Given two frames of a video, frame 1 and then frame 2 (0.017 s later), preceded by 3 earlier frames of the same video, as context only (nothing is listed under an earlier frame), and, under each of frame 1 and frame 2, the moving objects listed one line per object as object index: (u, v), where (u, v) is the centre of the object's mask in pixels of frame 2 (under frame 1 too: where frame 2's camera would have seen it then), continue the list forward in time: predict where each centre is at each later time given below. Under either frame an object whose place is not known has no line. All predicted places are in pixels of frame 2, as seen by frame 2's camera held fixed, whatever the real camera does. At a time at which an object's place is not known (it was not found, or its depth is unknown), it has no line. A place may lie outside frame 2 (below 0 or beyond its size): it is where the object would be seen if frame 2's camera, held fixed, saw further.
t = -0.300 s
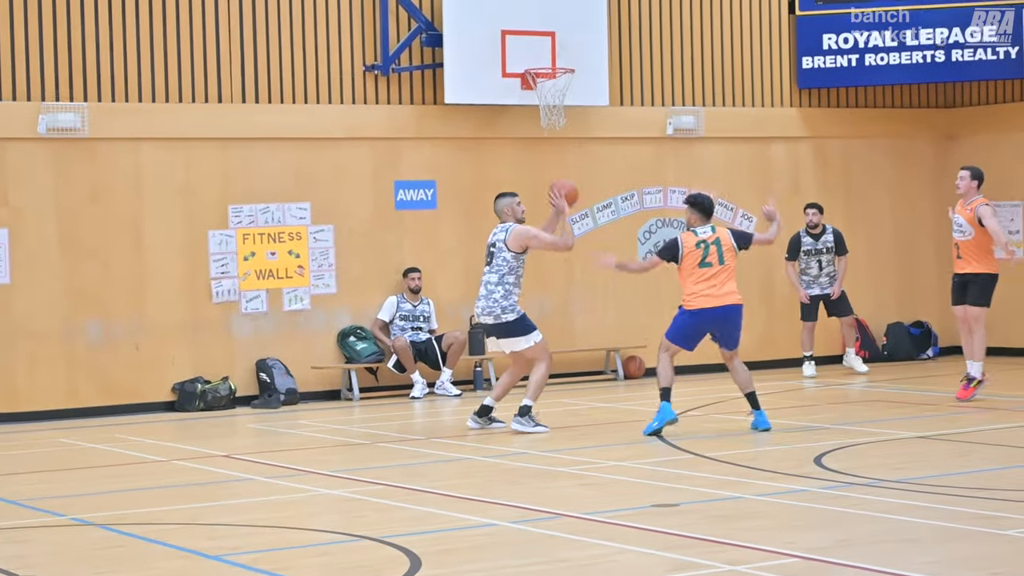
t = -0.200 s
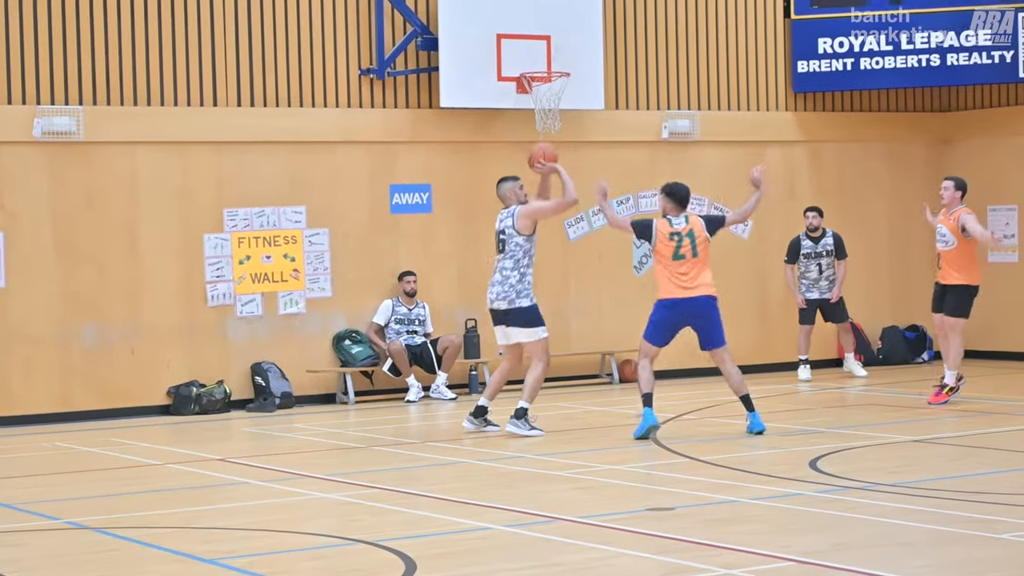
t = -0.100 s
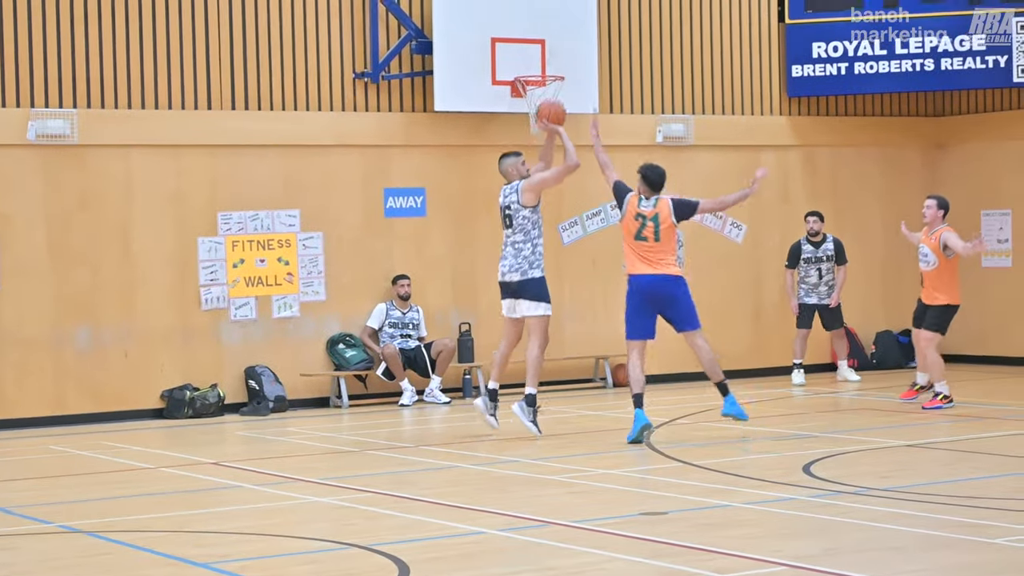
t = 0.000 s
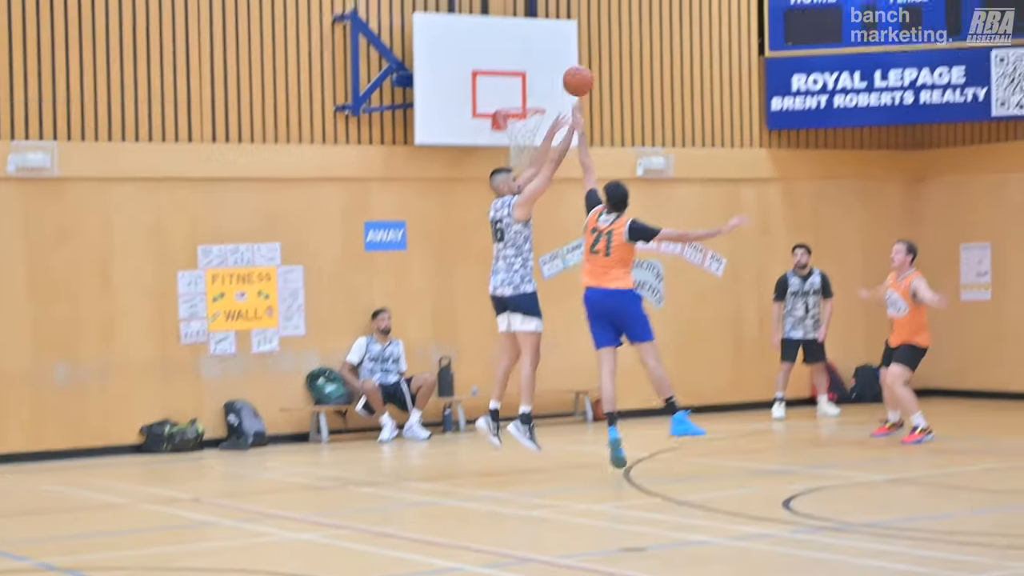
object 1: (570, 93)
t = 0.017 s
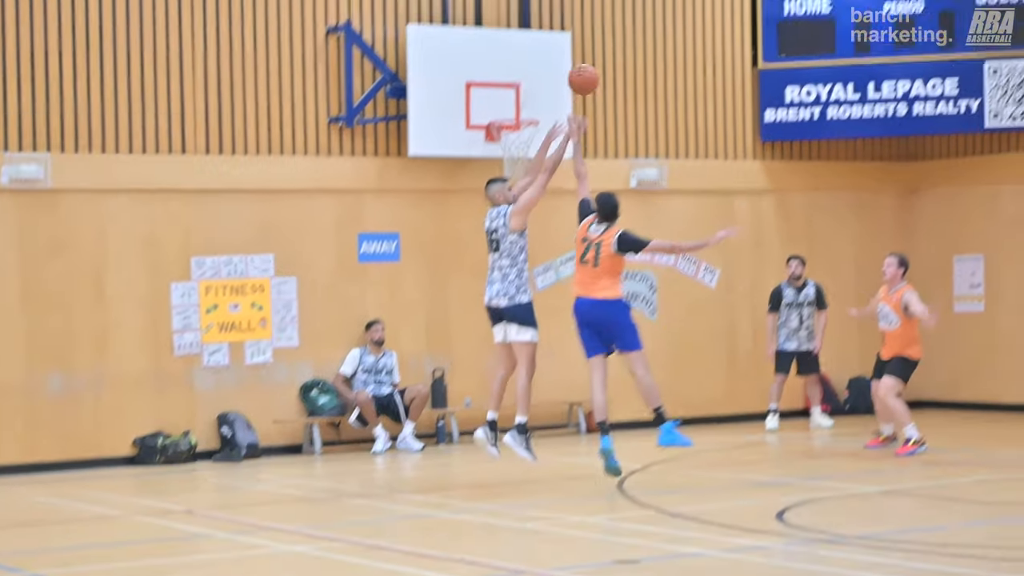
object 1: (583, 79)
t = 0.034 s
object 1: (598, 65)
